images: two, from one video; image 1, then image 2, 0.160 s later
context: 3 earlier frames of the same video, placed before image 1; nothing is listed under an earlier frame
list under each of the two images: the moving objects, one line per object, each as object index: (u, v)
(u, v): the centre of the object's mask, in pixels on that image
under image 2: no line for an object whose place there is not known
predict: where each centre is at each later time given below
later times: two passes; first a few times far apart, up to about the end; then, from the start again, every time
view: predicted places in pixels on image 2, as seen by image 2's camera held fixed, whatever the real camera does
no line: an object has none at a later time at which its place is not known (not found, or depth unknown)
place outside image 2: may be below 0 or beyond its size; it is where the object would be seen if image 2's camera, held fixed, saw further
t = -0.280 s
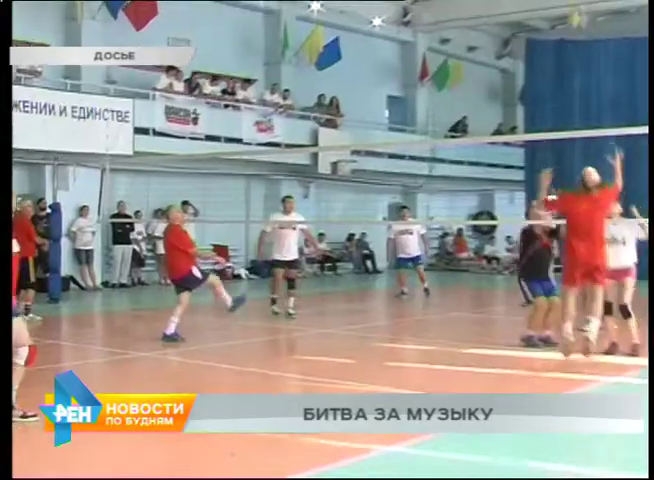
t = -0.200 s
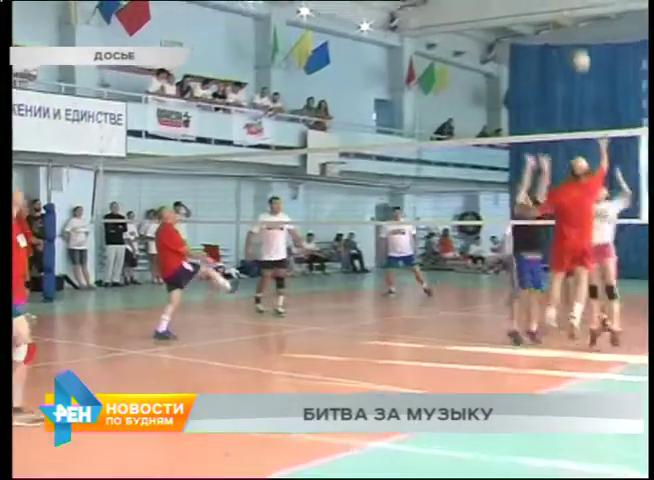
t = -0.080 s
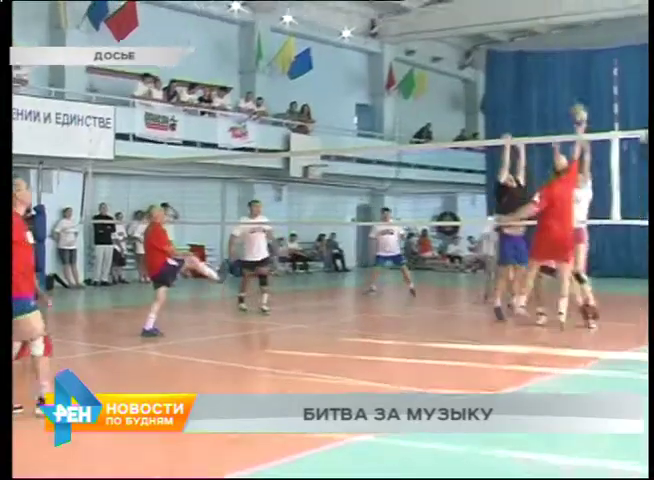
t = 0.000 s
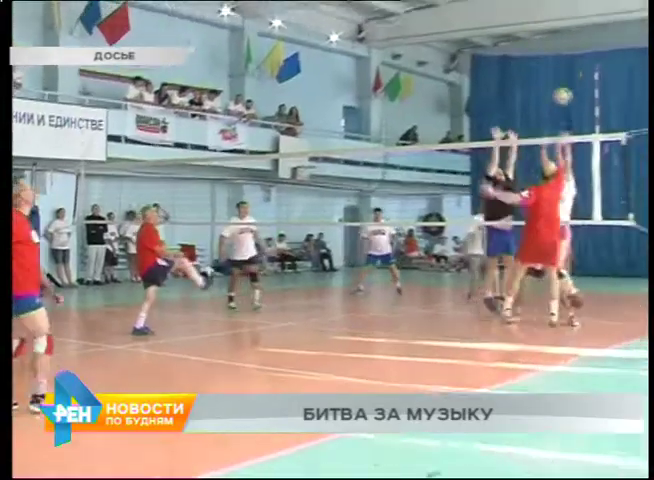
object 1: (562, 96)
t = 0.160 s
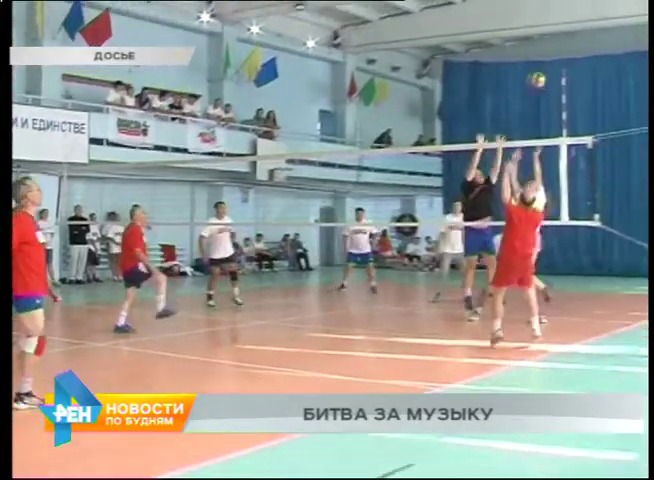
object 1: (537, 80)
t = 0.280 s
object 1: (540, 78)
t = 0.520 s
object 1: (547, 106)
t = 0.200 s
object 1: (538, 78)
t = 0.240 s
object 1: (540, 78)
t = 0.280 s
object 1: (540, 78)
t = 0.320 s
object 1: (542, 78)
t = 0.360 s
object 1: (544, 81)
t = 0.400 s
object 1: (545, 85)
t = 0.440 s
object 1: (547, 91)
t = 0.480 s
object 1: (546, 99)
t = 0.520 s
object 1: (547, 106)
